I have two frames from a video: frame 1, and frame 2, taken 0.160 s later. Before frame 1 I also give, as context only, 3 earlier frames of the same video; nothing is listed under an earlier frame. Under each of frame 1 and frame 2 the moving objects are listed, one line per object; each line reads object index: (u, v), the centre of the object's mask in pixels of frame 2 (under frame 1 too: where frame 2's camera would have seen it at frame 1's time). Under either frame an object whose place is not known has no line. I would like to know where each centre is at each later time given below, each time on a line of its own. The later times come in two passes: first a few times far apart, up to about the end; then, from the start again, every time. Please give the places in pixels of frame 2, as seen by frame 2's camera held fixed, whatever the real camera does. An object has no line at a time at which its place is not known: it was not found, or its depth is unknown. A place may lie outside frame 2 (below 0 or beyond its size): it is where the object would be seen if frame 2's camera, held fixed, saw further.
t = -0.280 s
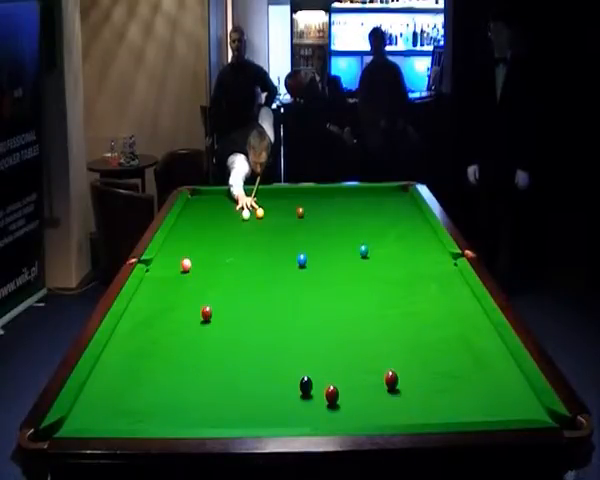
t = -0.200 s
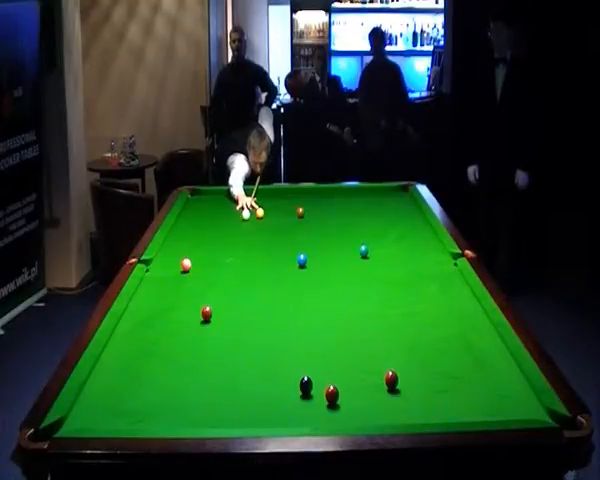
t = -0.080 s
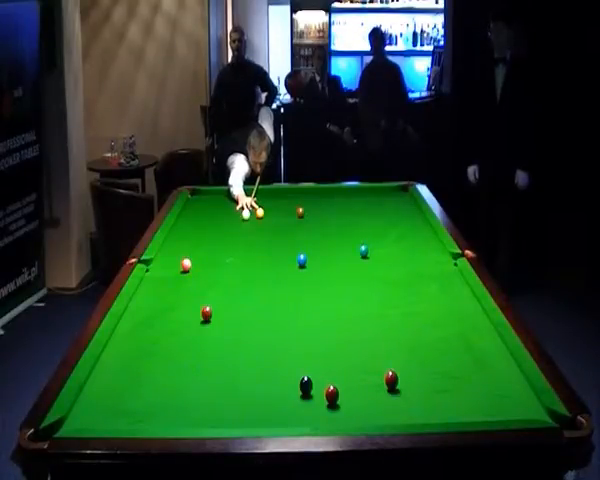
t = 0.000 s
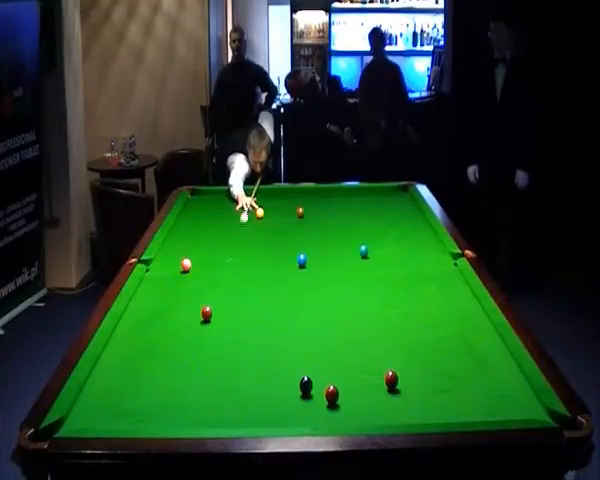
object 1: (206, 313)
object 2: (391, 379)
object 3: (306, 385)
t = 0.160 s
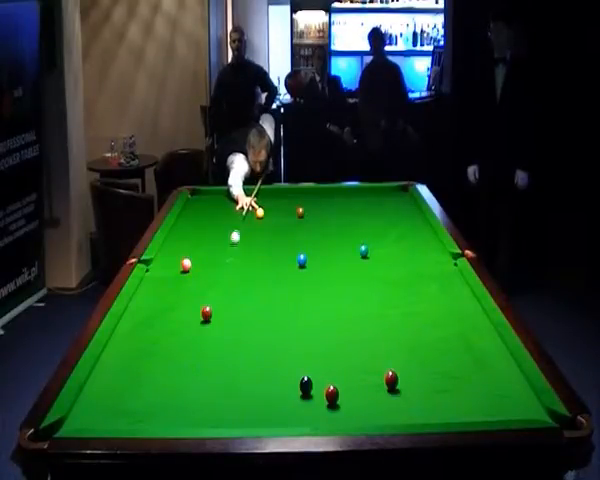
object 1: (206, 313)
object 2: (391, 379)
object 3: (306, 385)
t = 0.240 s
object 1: (206, 313)
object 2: (391, 379)
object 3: (306, 385)
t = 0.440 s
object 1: (206, 313)
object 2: (391, 379)
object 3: (306, 385)
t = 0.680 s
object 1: (214, 318)
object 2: (391, 379)
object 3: (306, 385)
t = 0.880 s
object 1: (246, 341)
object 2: (391, 379)
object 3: (306, 385)
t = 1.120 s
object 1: (281, 366)
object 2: (391, 379)
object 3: (306, 385)
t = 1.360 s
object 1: (306, 380)
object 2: (391, 379)
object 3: (320, 399)
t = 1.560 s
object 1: (318, 384)
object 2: (391, 379)
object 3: (340, 415)
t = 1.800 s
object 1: (330, 384)
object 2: (391, 379)
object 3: (358, 415)
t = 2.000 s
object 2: (391, 379)
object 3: (369, 405)
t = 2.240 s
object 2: (391, 379)
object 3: (380, 393)
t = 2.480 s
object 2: (394, 375)
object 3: (388, 386)
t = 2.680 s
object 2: (397, 370)
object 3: (391, 384)
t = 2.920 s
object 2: (401, 366)
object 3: (394, 383)
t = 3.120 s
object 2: (404, 362)
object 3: (396, 382)
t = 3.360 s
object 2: (407, 358)
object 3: (397, 381)
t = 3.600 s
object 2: (410, 355)
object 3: (398, 381)
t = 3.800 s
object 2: (413, 352)
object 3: (398, 381)
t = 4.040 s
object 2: (415, 350)
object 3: (398, 381)
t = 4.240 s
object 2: (417, 348)
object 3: (398, 381)
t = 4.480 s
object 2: (418, 347)
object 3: (398, 381)
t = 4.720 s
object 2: (419, 346)
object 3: (398, 381)
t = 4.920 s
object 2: (420, 346)
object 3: (398, 381)
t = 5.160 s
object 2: (420, 346)
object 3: (398, 381)
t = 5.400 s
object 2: (420, 345)
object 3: (398, 381)
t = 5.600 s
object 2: (420, 345)
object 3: (398, 381)
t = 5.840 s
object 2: (420, 345)
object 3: (398, 381)
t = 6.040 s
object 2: (420, 345)
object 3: (398, 381)
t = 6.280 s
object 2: (420, 345)
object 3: (398, 381)
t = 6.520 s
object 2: (420, 345)
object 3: (398, 381)
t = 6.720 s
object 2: (420, 345)
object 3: (398, 381)
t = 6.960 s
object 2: (420, 345)
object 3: (398, 381)
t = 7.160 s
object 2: (420, 345)
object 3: (398, 381)
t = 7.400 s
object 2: (420, 345)
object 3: (398, 381)
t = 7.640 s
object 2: (420, 346)
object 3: (398, 381)
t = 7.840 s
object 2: (420, 346)
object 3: (398, 381)
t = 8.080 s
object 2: (420, 345)
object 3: (398, 381)
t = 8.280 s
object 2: (420, 345)
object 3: (398, 381)
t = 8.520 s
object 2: (420, 345)
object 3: (398, 381)
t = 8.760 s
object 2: (420, 345)
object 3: (398, 381)
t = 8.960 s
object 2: (420, 345)
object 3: (398, 381)
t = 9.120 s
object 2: (420, 345)
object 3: (398, 381)
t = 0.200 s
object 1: (206, 313)
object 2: (391, 379)
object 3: (306, 385)
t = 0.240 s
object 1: (206, 313)
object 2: (391, 379)
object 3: (306, 385)
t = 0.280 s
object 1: (206, 313)
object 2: (391, 379)
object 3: (306, 385)
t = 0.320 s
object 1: (206, 313)
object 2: (391, 379)
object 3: (306, 385)
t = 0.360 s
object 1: (206, 313)
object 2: (391, 379)
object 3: (306, 385)
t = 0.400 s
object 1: (206, 313)
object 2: (391, 379)
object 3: (306, 385)
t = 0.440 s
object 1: (206, 313)
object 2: (391, 379)
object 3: (306, 385)
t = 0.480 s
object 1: (206, 313)
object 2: (391, 379)
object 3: (306, 385)
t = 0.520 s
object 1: (206, 313)
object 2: (391, 379)
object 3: (306, 385)
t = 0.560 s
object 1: (206, 313)
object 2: (391, 379)
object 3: (306, 385)
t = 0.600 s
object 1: (206, 313)
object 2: (391, 379)
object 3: (306, 385)
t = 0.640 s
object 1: (208, 314)
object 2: (391, 379)
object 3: (306, 385)
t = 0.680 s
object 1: (214, 318)
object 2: (391, 379)
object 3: (306, 385)
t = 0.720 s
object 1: (221, 323)
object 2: (391, 379)
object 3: (306, 385)
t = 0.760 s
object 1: (227, 328)
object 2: (391, 379)
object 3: (306, 385)
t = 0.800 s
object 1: (234, 332)
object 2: (391, 379)
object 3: (306, 385)
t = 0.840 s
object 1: (240, 337)
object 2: (391, 379)
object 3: (306, 385)
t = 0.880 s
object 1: (246, 341)
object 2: (391, 379)
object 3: (306, 385)
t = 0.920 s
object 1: (252, 346)
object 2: (391, 379)
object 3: (306, 385)
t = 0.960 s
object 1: (257, 349)
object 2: (391, 379)
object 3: (306, 385)
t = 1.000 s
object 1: (263, 353)
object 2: (391, 379)
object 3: (306, 385)
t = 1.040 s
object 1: (269, 358)
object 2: (391, 379)
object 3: (306, 385)
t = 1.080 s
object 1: (275, 362)
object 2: (391, 379)
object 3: (306, 385)
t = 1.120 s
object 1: (281, 366)
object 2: (391, 379)
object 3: (306, 385)
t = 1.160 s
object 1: (288, 371)
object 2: (391, 379)
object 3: (306, 385)
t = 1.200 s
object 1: (294, 375)
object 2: (391, 379)
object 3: (306, 385)
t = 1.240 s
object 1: (299, 377)
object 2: (391, 379)
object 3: (307, 386)
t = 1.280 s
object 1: (302, 379)
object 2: (391, 379)
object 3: (312, 391)
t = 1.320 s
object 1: (303, 380)
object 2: (391, 379)
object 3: (316, 395)
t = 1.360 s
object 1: (306, 380)
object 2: (391, 379)
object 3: (320, 399)
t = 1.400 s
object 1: (308, 381)
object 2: (391, 379)
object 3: (324, 403)
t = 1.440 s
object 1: (311, 381)
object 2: (391, 379)
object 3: (329, 407)
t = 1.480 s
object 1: (313, 383)
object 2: (391, 379)
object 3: (333, 410)
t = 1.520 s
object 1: (316, 383)
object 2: (391, 379)
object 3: (337, 413)
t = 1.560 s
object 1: (318, 384)
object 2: (391, 379)
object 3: (340, 415)
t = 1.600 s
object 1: (321, 385)
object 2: (391, 379)
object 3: (344, 418)
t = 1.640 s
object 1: (323, 386)
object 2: (391, 379)
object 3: (348, 420)
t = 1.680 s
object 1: (324, 385)
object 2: (391, 379)
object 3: (351, 419)
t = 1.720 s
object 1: (327, 384)
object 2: (391, 379)
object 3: (354, 417)
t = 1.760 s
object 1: (328, 384)
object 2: (391, 379)
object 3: (356, 416)
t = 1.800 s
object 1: (330, 384)
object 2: (391, 379)
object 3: (358, 415)
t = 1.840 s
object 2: (391, 379)
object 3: (360, 413)
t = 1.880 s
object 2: (391, 379)
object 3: (363, 411)
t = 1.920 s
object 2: (391, 379)
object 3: (365, 409)
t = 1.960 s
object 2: (391, 379)
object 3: (367, 407)
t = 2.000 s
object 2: (391, 379)
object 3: (369, 405)
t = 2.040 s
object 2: (391, 379)
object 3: (371, 402)
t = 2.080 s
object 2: (391, 379)
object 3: (373, 400)
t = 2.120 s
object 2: (391, 379)
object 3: (375, 398)
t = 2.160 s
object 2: (391, 379)
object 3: (377, 397)
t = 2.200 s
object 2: (391, 379)
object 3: (379, 395)
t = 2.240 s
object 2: (391, 379)
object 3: (380, 393)
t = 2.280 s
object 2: (391, 379)
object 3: (382, 391)
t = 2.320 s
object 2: (391, 379)
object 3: (383, 389)
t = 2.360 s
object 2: (392, 378)
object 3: (385, 388)
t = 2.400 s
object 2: (392, 378)
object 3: (387, 386)
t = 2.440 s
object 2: (393, 376)
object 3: (387, 386)
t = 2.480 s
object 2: (394, 375)
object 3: (388, 386)
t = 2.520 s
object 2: (395, 374)
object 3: (389, 386)
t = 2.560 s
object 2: (395, 373)
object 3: (390, 385)
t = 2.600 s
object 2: (396, 372)
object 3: (390, 385)
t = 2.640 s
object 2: (397, 371)
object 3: (391, 385)
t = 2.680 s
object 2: (397, 370)
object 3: (391, 384)
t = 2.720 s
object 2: (398, 369)
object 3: (392, 384)
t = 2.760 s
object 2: (399, 369)
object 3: (393, 383)
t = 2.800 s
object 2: (400, 368)
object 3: (393, 383)
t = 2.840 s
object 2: (400, 367)
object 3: (393, 383)
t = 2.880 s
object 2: (401, 366)
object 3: (394, 383)
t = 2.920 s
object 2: (401, 366)
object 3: (394, 383)
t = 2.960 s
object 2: (401, 366)
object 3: (395, 382)
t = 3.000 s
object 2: (402, 365)
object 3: (395, 382)
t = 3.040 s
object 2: (403, 364)
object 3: (395, 382)
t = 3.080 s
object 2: (403, 364)
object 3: (396, 382)
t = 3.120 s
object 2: (404, 362)
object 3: (396, 382)
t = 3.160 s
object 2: (405, 362)
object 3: (397, 382)
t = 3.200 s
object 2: (405, 361)
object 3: (397, 382)
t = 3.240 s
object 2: (406, 360)
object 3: (397, 382)
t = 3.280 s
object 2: (406, 360)
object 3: (397, 382)
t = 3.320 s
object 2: (407, 359)
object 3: (397, 382)
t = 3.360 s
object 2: (407, 358)
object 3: (397, 381)
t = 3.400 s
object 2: (408, 358)
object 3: (397, 381)
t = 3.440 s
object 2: (409, 357)
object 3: (397, 381)
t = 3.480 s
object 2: (409, 356)
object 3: (398, 381)
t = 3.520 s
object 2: (409, 356)
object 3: (398, 381)
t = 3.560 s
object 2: (410, 356)
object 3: (398, 381)
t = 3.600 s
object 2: (410, 355)
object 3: (398, 381)
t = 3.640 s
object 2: (411, 355)
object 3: (398, 381)
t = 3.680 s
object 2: (411, 354)
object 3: (398, 381)
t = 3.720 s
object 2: (412, 353)
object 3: (398, 381)
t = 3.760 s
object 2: (412, 353)
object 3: (398, 381)
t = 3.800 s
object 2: (413, 352)
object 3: (398, 381)
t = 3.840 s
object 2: (413, 352)
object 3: (398, 381)
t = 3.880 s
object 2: (413, 352)
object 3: (398, 381)
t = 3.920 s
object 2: (414, 351)
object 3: (398, 381)
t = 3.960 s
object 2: (414, 351)
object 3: (398, 381)
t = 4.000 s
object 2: (414, 350)
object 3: (398, 381)
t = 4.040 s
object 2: (415, 350)
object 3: (398, 381)
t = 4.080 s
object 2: (415, 350)
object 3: (398, 381)
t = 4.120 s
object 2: (416, 350)
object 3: (398, 381)
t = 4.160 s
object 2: (416, 349)
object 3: (398, 381)
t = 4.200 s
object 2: (416, 349)
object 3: (398, 381)
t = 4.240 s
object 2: (417, 348)
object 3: (398, 381)
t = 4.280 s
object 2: (417, 348)
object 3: (398, 381)
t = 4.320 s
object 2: (417, 348)
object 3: (398, 381)
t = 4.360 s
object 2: (417, 348)
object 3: (398, 381)
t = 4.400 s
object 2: (418, 348)
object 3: (398, 381)
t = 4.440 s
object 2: (418, 347)
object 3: (398, 381)
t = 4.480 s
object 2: (418, 347)
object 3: (398, 381)
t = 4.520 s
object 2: (419, 347)
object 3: (398, 381)
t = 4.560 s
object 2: (419, 347)
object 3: (398, 381)
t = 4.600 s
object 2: (419, 347)
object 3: (398, 381)
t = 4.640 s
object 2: (419, 347)
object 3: (398, 381)
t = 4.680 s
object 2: (419, 346)
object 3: (398, 381)
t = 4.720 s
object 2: (419, 346)
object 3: (398, 381)
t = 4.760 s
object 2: (419, 346)
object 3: (398, 381)
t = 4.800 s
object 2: (420, 346)
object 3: (398, 381)
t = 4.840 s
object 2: (420, 346)
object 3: (398, 381)
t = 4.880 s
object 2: (420, 346)
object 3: (398, 381)
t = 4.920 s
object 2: (420, 346)
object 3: (398, 381)
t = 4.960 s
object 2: (420, 346)
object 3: (398, 381)
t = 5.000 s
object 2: (420, 346)
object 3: (398, 381)
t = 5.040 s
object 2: (420, 346)
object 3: (398, 381)
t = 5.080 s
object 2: (420, 346)
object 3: (398, 381)
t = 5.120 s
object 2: (420, 346)
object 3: (398, 381)
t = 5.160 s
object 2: (420, 346)
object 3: (398, 381)
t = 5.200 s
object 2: (420, 346)
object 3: (398, 381)
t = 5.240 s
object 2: (420, 346)
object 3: (398, 381)
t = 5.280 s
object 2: (420, 345)
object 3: (398, 381)
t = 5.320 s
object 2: (420, 345)
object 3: (398, 381)
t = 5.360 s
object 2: (420, 345)
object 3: (398, 381)
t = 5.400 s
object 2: (420, 345)
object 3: (398, 381)
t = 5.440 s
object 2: (420, 345)
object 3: (398, 381)
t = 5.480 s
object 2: (420, 345)
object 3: (398, 381)
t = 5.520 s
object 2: (420, 345)
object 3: (398, 381)
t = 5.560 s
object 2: (420, 345)
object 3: (398, 381)
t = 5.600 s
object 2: (420, 345)
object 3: (398, 381)
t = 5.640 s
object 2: (420, 345)
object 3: (398, 381)
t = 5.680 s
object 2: (420, 345)
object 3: (398, 381)
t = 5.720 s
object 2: (420, 345)
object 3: (398, 381)
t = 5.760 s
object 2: (420, 345)
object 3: (398, 381)
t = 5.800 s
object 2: (420, 345)
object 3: (398, 381)
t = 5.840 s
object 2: (420, 345)
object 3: (398, 381)
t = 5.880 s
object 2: (420, 345)
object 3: (398, 381)
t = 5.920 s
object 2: (420, 345)
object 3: (398, 381)
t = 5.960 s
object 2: (420, 345)
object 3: (398, 381)
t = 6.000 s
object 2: (420, 345)
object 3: (398, 381)
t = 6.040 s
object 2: (420, 345)
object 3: (398, 381)
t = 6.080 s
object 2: (420, 345)
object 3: (398, 381)
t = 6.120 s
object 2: (420, 345)
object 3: (398, 381)
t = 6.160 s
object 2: (420, 345)
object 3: (398, 381)
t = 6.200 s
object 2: (420, 345)
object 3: (398, 381)
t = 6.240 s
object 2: (420, 345)
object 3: (398, 381)
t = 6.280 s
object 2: (420, 345)
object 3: (398, 381)
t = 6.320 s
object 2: (420, 345)
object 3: (398, 381)
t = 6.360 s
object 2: (420, 345)
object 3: (398, 381)
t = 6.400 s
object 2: (420, 345)
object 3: (398, 381)
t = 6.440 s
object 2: (420, 345)
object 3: (398, 381)
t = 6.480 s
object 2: (420, 345)
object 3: (398, 381)
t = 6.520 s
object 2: (420, 345)
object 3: (398, 381)
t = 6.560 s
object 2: (420, 345)
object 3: (398, 381)
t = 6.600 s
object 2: (420, 345)
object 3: (398, 381)
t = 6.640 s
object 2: (420, 345)
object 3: (398, 381)
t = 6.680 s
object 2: (420, 345)
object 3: (398, 381)
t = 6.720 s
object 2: (420, 345)
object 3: (398, 381)
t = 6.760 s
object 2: (420, 345)
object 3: (398, 381)
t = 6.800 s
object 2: (420, 345)
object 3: (398, 381)
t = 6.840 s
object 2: (420, 345)
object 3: (398, 381)
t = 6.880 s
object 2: (420, 345)
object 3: (398, 381)
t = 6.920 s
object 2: (420, 345)
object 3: (398, 381)
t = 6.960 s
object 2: (420, 345)
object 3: (398, 381)
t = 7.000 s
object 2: (420, 345)
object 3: (398, 381)
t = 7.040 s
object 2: (420, 345)
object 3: (398, 381)
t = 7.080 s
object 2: (420, 345)
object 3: (398, 381)
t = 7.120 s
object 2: (420, 345)
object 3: (398, 381)
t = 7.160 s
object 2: (420, 345)
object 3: (398, 381)
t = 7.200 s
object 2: (420, 345)
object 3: (398, 381)
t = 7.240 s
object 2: (420, 345)
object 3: (398, 381)
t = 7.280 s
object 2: (420, 345)
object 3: (398, 381)
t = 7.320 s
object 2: (420, 345)
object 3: (398, 381)
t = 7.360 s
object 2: (420, 345)
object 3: (398, 381)
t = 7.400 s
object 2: (420, 345)
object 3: (398, 381)
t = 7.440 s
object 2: (420, 345)
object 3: (398, 381)
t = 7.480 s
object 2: (420, 345)
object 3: (398, 381)
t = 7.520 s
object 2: (420, 346)
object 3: (398, 381)
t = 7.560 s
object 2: (420, 346)
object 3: (398, 381)
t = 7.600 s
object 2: (420, 346)
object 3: (398, 381)
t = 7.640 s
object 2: (420, 346)
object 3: (398, 381)
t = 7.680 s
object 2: (420, 346)
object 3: (398, 381)
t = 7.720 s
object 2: (420, 346)
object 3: (398, 381)
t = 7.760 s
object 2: (420, 346)
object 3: (398, 381)
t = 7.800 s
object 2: (420, 346)
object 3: (398, 381)
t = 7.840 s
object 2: (420, 346)
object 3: (398, 381)
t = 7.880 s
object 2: (420, 346)
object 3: (398, 381)
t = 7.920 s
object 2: (420, 346)
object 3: (398, 381)
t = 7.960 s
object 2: (420, 346)
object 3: (398, 381)
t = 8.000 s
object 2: (420, 346)
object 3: (398, 381)
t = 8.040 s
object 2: (420, 345)
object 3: (398, 381)
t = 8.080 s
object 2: (420, 345)
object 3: (398, 381)
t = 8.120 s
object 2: (420, 345)
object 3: (398, 381)
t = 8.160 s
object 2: (420, 345)
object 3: (398, 381)
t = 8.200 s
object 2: (420, 345)
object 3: (398, 381)
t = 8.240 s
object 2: (420, 345)
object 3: (398, 381)
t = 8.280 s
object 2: (420, 345)
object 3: (398, 381)
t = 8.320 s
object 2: (420, 345)
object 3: (398, 381)
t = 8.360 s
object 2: (420, 345)
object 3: (398, 381)
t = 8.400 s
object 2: (420, 345)
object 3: (398, 381)
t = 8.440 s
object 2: (420, 345)
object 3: (398, 381)
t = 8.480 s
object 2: (420, 345)
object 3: (398, 381)
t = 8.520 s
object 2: (420, 345)
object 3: (398, 381)
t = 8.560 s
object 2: (420, 345)
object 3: (398, 381)
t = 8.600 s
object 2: (420, 345)
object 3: (398, 381)
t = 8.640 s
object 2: (420, 345)
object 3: (398, 381)
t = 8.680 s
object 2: (420, 345)
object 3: (398, 381)
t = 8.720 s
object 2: (420, 345)
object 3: (398, 381)
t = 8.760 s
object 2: (420, 345)
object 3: (398, 381)
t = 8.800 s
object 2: (420, 345)
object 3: (398, 381)
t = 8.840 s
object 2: (420, 345)
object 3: (398, 381)
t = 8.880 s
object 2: (420, 345)
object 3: (398, 381)
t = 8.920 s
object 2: (420, 345)
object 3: (398, 381)
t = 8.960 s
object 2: (420, 345)
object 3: (398, 381)
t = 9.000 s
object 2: (420, 345)
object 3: (398, 381)
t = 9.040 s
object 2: (420, 345)
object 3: (398, 381)
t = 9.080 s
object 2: (420, 345)
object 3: (398, 381)
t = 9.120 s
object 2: (420, 345)
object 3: (398, 381)
